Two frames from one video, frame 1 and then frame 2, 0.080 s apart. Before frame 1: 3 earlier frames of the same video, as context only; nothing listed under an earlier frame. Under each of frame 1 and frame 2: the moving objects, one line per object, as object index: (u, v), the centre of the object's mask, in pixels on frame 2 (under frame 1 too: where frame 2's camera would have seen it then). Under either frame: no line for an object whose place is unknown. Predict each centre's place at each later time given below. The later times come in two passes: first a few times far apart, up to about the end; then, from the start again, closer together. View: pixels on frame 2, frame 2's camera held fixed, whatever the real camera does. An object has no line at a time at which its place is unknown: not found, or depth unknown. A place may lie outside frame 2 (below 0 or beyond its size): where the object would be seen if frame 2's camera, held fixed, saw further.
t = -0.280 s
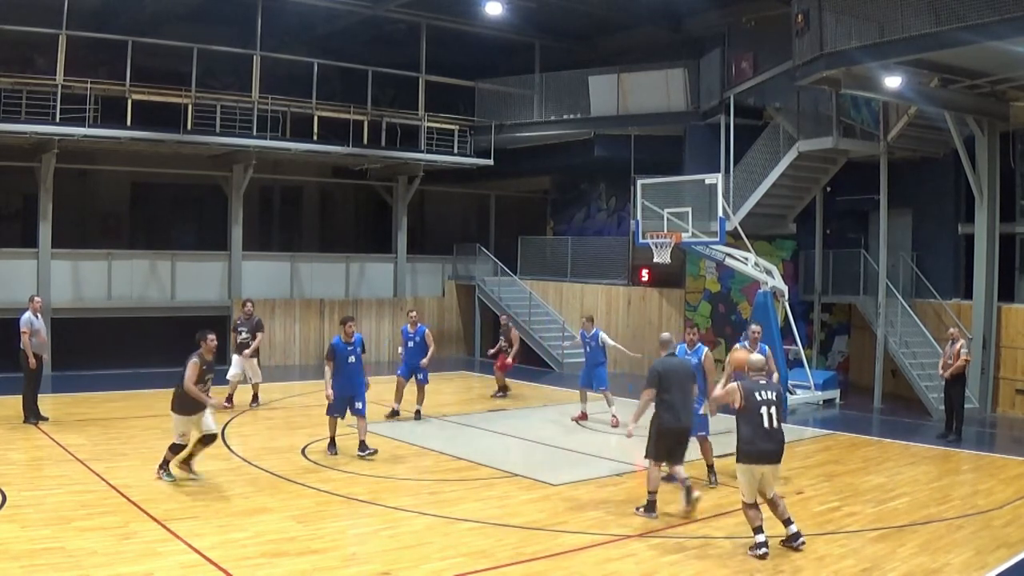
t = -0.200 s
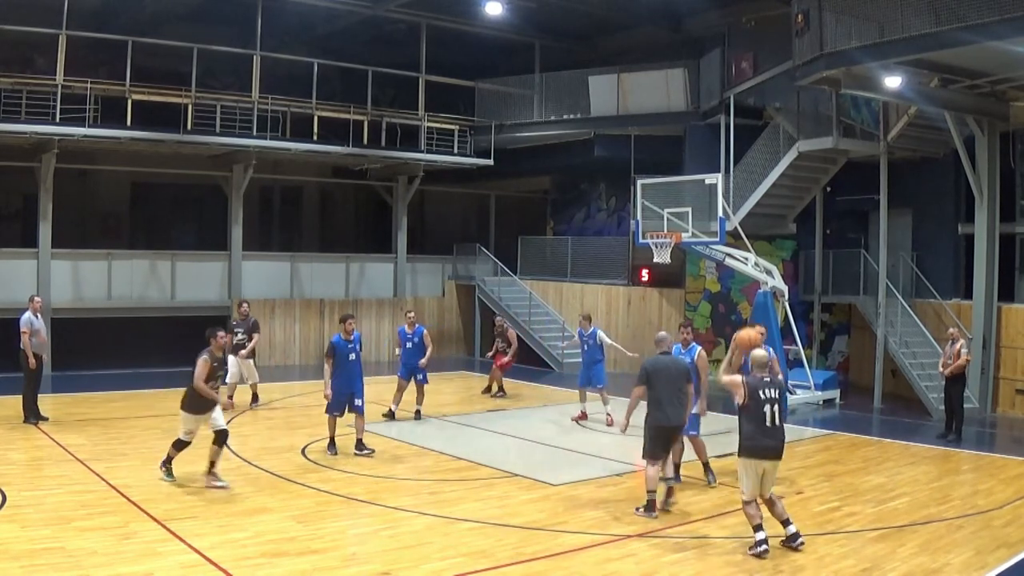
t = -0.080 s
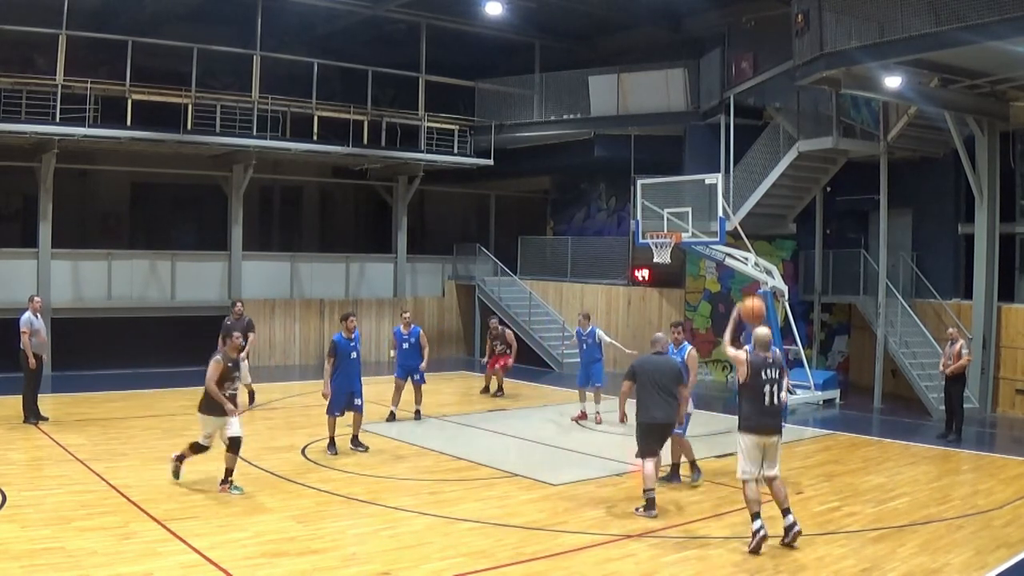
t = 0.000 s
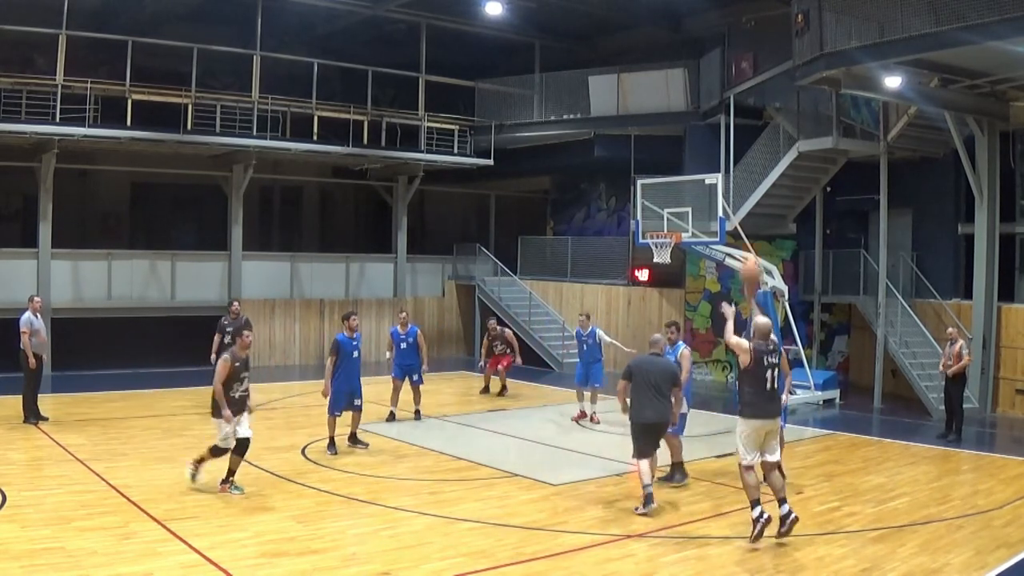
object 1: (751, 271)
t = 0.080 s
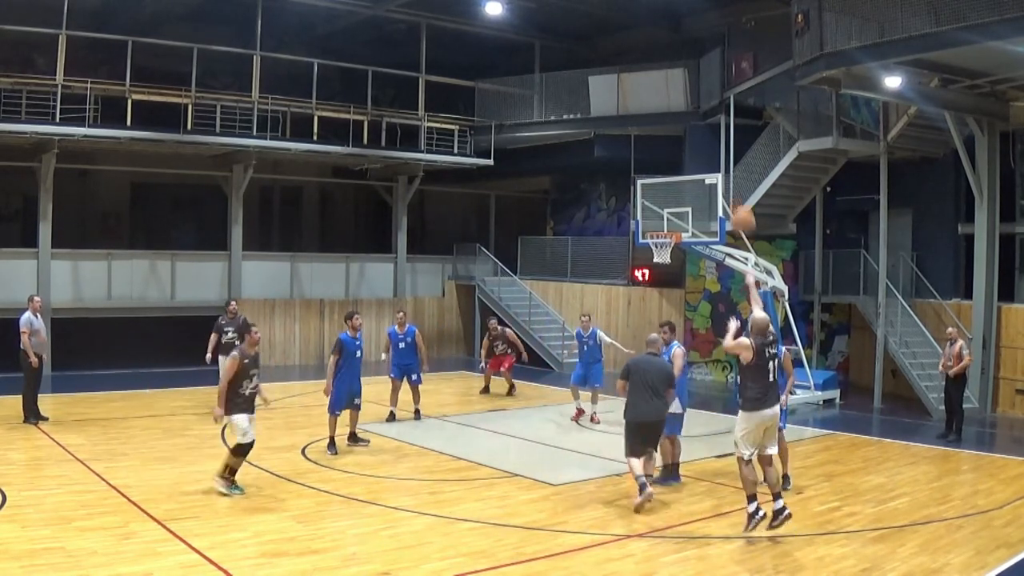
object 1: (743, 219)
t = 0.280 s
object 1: (723, 133)
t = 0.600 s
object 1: (698, 89)
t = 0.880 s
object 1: (682, 115)
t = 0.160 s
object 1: (735, 177)
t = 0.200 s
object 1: (730, 160)
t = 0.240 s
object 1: (726, 146)
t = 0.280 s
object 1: (723, 133)
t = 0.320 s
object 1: (719, 123)
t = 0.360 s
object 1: (715, 113)
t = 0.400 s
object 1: (712, 105)
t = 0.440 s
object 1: (709, 100)
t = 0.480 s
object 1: (706, 95)
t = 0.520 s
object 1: (703, 92)
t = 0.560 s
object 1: (701, 90)
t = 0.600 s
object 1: (698, 89)
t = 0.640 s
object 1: (696, 89)
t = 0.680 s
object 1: (693, 91)
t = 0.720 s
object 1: (691, 94)
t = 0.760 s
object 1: (688, 99)
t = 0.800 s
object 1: (686, 103)
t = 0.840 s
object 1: (684, 108)
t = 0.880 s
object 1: (682, 115)
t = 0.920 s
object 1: (680, 123)
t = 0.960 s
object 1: (677, 131)
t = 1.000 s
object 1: (675, 141)
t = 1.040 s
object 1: (673, 152)
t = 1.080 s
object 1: (669, 164)
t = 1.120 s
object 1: (662, 174)
